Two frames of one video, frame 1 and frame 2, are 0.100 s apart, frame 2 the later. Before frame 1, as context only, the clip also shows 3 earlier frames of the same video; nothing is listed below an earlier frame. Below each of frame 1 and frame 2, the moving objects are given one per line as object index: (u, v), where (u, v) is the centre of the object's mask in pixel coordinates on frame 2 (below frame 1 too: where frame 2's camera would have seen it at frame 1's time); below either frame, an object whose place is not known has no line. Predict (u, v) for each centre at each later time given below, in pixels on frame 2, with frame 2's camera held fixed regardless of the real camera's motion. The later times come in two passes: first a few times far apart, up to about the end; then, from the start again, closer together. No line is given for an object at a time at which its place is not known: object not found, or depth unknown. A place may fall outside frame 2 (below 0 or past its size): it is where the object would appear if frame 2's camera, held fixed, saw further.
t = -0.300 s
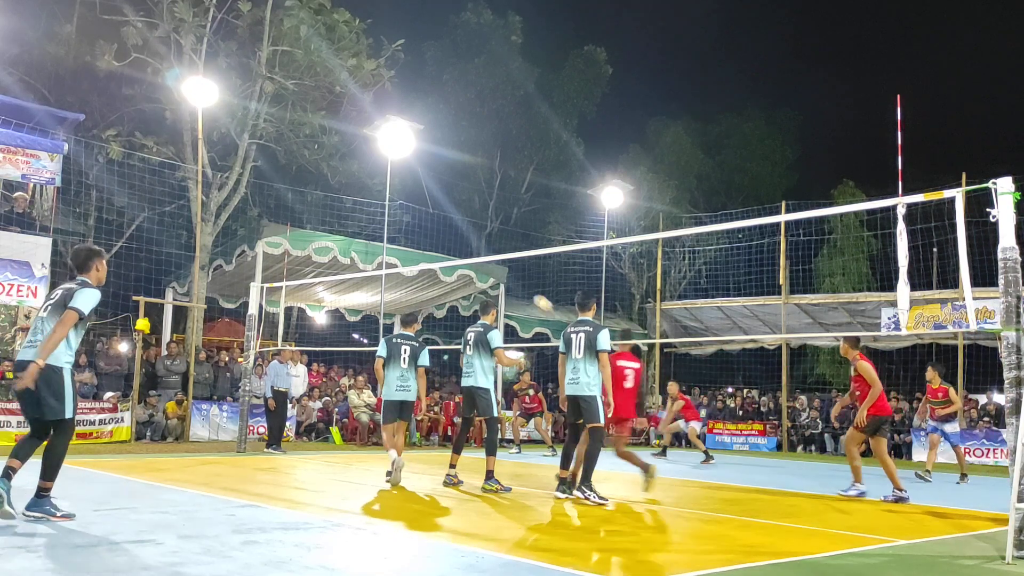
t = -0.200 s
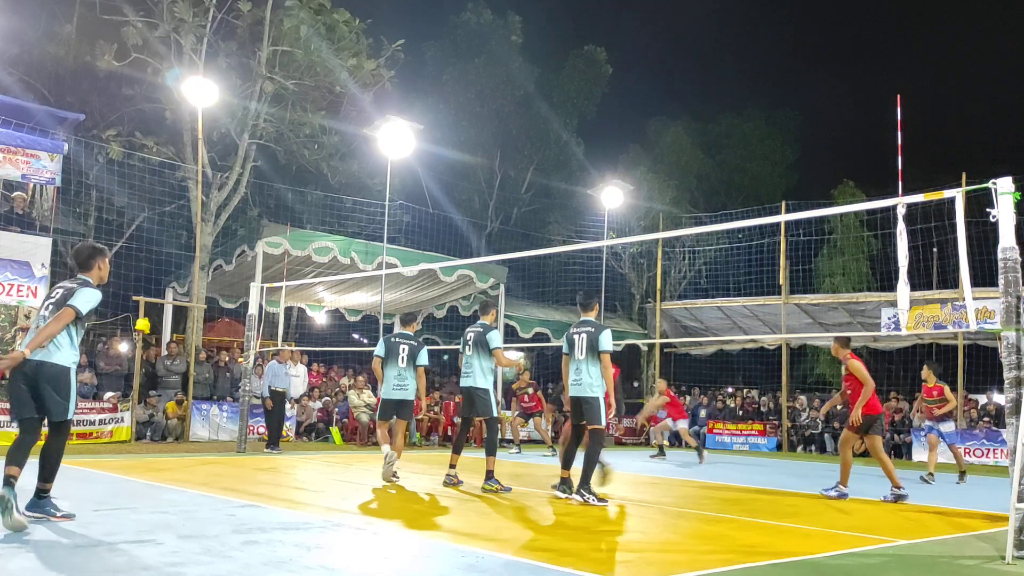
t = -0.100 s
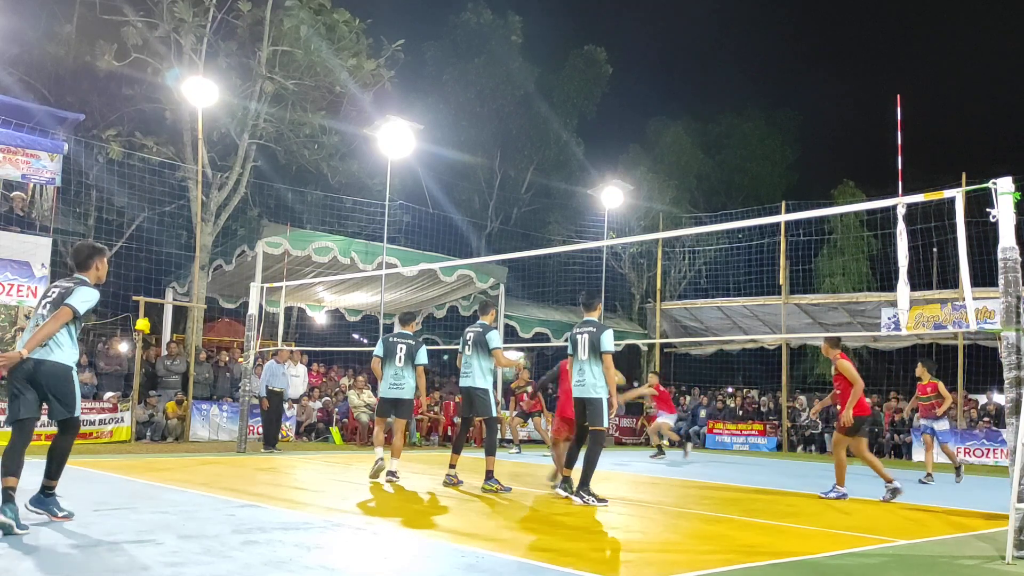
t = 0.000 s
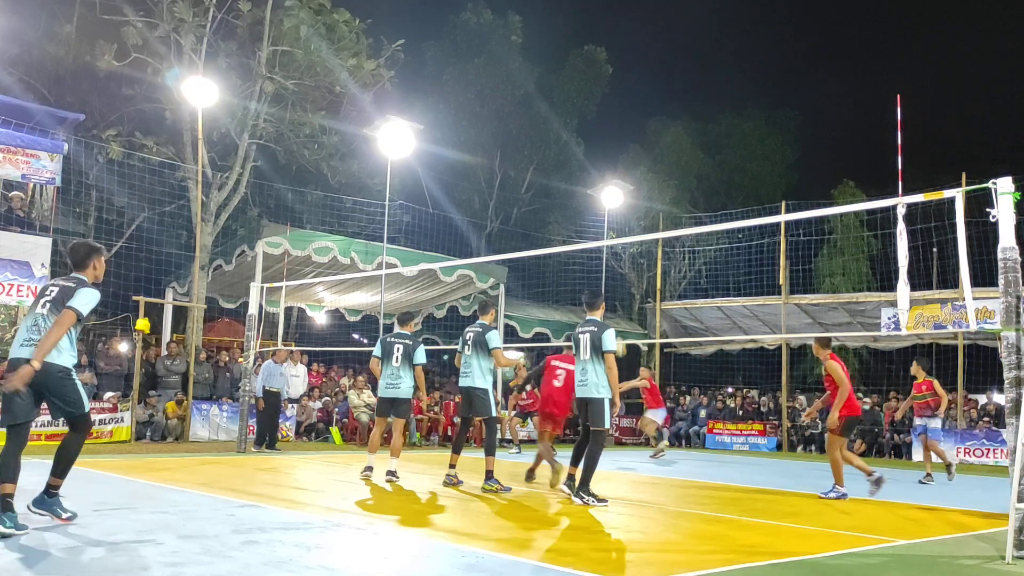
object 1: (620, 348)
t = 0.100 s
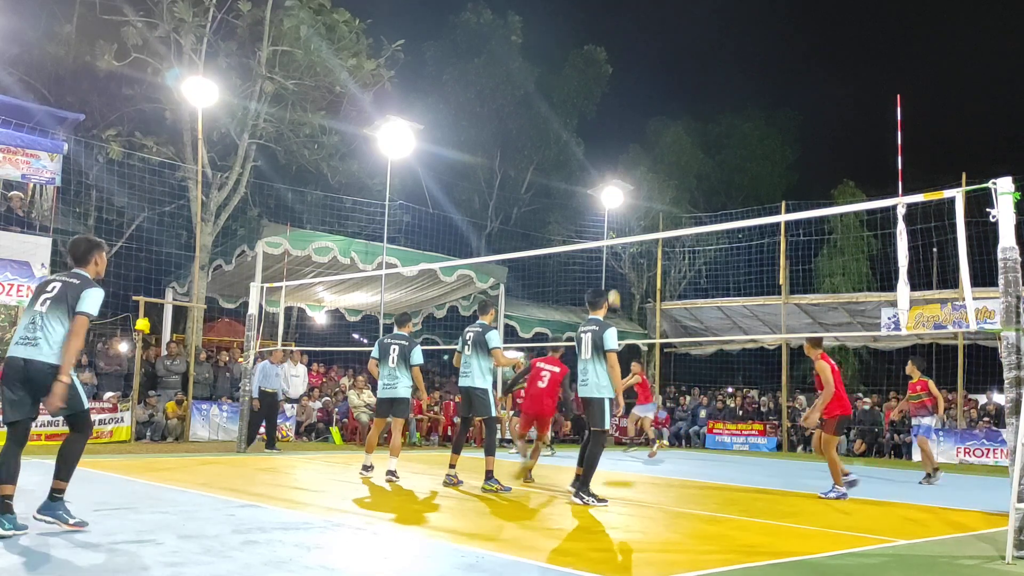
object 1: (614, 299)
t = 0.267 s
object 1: (606, 232)
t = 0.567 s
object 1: (594, 152)
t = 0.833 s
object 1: (584, 120)
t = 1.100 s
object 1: (572, 127)
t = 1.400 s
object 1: (558, 181)
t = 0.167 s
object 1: (611, 270)
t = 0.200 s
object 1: (609, 257)
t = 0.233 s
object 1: (610, 246)
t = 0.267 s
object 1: (606, 232)
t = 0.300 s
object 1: (604, 221)
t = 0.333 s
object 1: (602, 210)
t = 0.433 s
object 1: (599, 181)
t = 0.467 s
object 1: (598, 173)
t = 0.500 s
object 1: (597, 165)
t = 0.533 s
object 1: (596, 158)
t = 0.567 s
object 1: (594, 152)
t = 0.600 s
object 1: (593, 146)
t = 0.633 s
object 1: (592, 140)
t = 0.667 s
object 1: (590, 135)
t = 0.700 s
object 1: (589, 131)
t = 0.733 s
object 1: (588, 128)
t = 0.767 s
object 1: (586, 125)
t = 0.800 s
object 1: (585, 122)
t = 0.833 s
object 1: (584, 120)
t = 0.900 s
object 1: (581, 119)
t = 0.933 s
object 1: (580, 118)
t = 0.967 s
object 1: (578, 119)
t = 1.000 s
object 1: (577, 120)
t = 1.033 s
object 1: (575, 122)
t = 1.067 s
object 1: (574, 124)
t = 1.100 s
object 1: (572, 127)
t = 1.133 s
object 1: (571, 131)
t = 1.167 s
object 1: (570, 135)
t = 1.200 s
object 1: (568, 140)
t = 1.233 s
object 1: (566, 145)
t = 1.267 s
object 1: (565, 151)
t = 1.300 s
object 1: (563, 158)
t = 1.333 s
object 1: (561, 165)
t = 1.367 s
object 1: (559, 173)
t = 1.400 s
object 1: (558, 181)
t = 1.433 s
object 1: (556, 190)
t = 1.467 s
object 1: (554, 200)
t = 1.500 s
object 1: (552, 210)
